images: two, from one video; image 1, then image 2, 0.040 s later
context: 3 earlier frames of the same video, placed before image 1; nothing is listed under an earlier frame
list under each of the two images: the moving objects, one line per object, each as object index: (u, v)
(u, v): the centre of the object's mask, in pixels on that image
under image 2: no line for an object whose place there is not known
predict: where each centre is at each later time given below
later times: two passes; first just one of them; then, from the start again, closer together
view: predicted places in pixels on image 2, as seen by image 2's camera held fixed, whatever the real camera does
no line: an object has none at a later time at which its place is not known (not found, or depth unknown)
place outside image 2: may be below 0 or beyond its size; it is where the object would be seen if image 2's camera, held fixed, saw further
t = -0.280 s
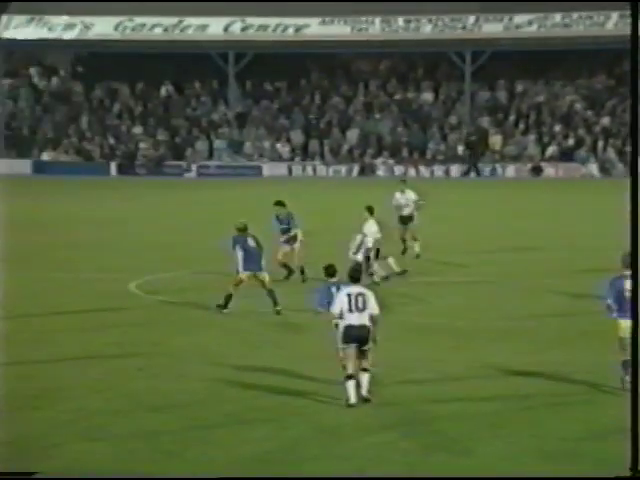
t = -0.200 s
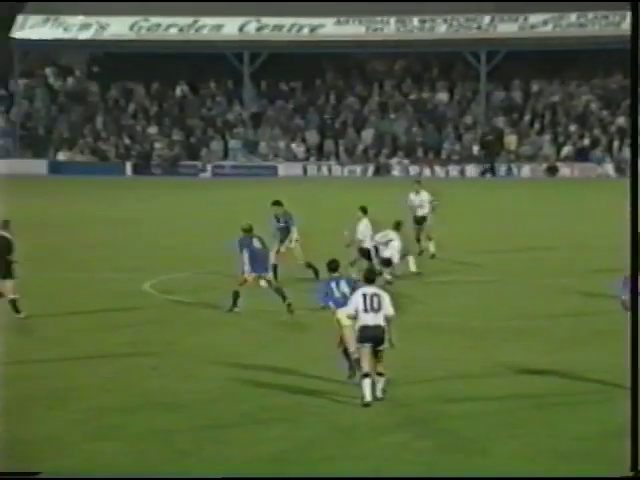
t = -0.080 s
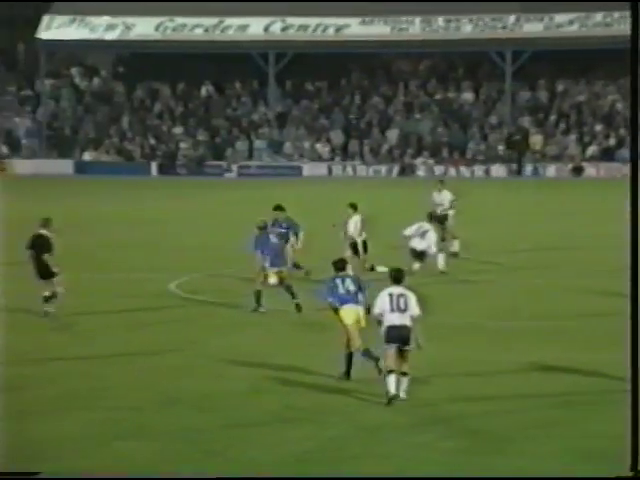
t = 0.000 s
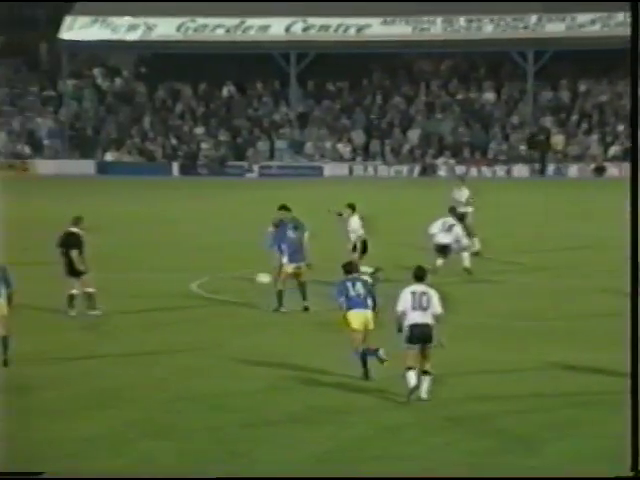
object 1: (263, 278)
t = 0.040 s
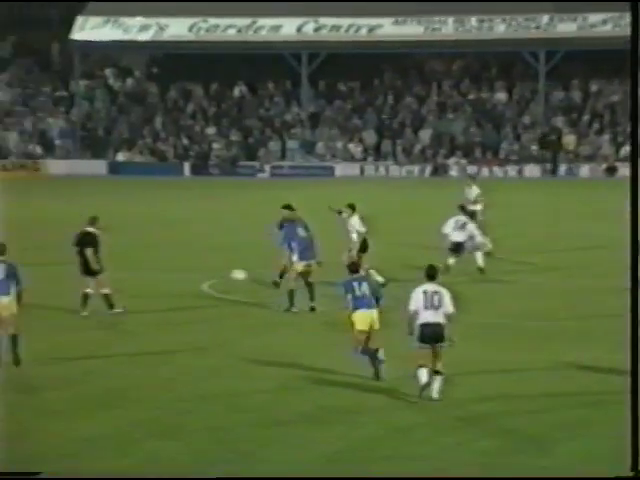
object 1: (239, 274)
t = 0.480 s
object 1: (-147, 290)
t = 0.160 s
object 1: (131, 271)
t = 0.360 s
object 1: (-49, 289)
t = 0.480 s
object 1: (-147, 290)
